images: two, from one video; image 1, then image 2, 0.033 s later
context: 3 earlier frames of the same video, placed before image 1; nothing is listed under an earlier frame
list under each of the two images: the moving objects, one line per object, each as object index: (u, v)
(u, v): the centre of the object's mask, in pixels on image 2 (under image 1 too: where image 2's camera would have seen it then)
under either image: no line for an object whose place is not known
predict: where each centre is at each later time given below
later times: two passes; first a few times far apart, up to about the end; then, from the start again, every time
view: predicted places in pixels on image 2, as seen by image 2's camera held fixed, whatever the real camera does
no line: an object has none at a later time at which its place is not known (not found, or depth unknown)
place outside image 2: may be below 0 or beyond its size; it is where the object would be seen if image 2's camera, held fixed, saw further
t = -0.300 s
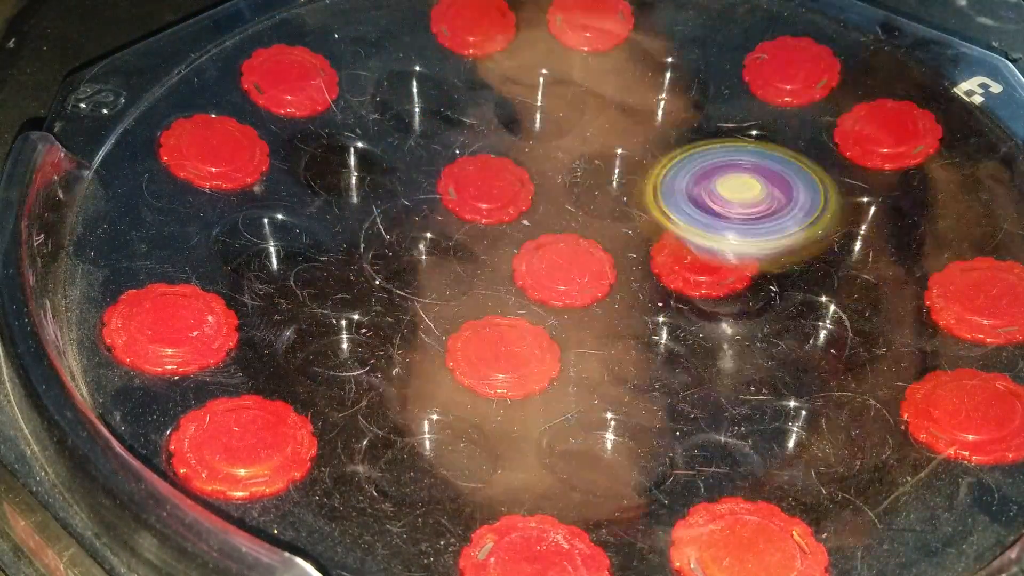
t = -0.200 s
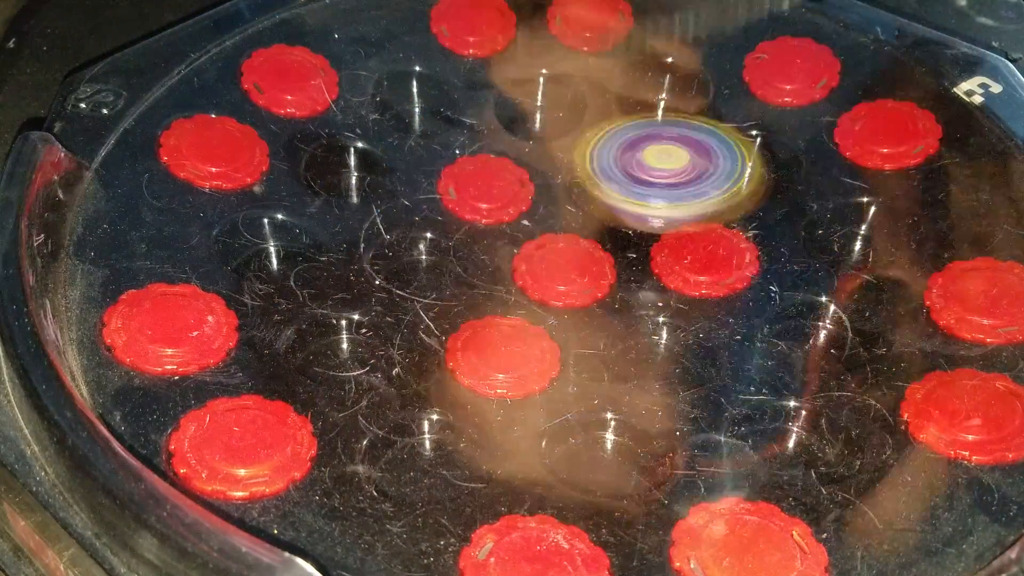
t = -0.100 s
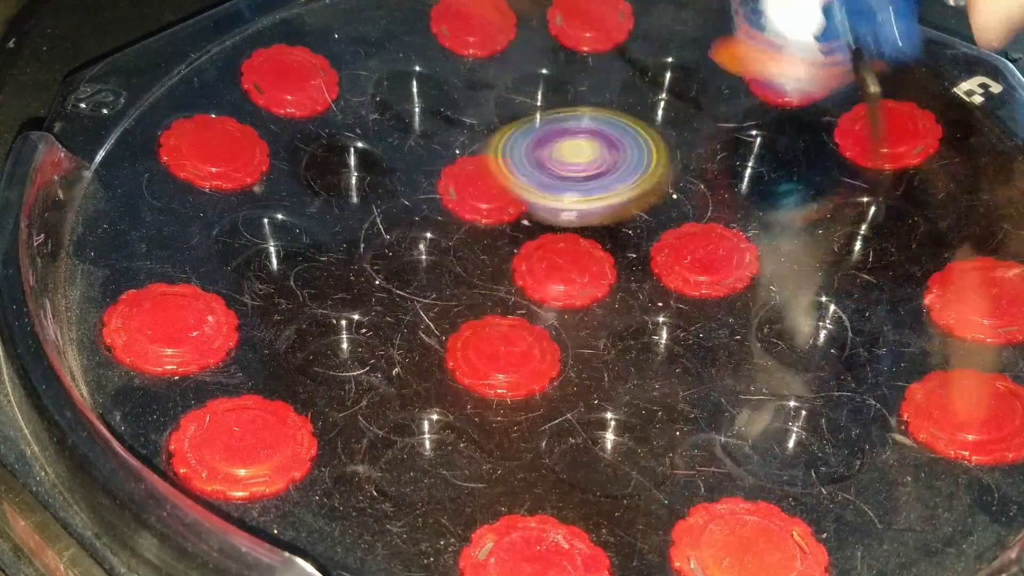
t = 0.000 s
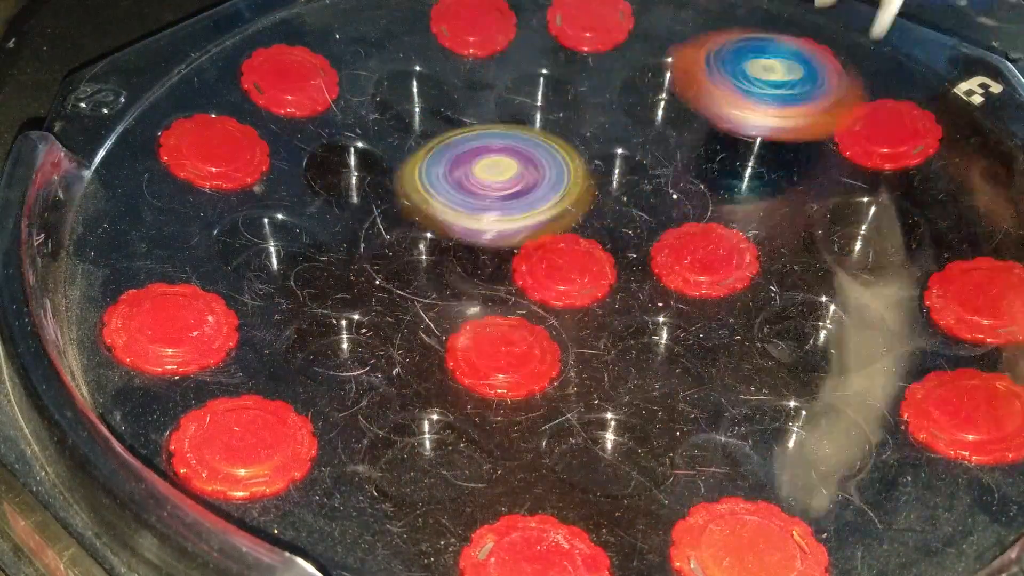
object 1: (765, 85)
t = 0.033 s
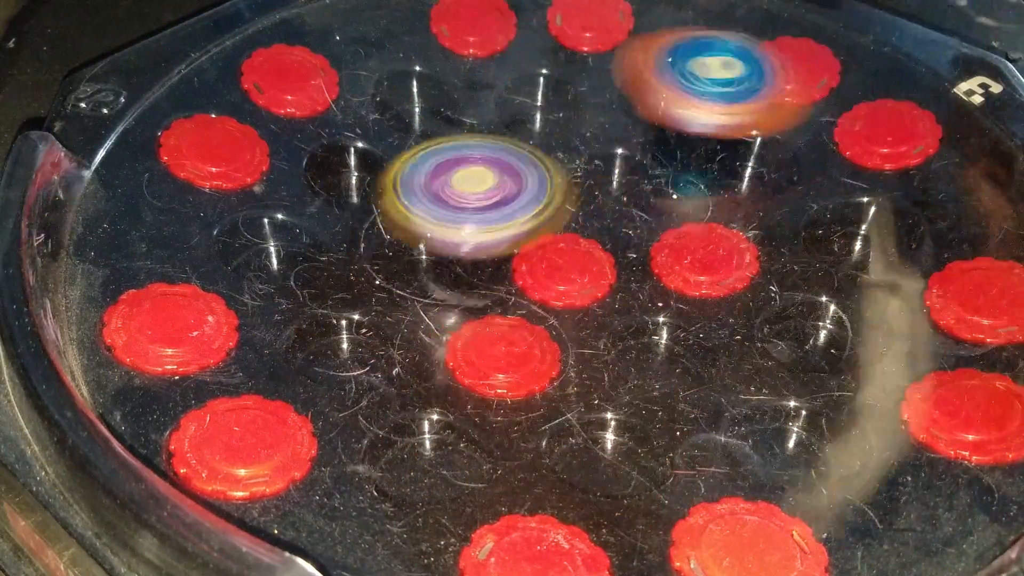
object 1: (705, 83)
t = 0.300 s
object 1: (233, 92)
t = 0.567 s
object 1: (494, 347)
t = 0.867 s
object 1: (579, 128)
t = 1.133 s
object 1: (155, 56)
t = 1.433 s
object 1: (447, 227)
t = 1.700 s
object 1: (695, 112)
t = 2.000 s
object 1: (600, 34)
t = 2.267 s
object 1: (548, 257)
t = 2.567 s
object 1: (914, 357)
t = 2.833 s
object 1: (780, 227)
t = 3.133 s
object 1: (391, 234)
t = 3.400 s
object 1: (228, 373)
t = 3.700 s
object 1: (593, 266)
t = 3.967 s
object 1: (581, 94)
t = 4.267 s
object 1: (429, 38)
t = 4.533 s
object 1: (430, 203)
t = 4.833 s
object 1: (751, 279)
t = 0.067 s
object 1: (658, 84)
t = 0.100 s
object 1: (598, 77)
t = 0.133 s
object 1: (541, 72)
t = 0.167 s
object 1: (478, 65)
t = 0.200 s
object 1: (414, 66)
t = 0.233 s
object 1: (355, 66)
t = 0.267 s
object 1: (288, 76)
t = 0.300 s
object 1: (233, 92)
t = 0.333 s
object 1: (181, 121)
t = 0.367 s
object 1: (181, 153)
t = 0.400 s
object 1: (234, 208)
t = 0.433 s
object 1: (297, 261)
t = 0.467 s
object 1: (359, 306)
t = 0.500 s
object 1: (447, 342)
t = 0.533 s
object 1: (483, 349)
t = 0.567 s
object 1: (494, 347)
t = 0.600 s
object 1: (514, 341)
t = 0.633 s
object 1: (547, 330)
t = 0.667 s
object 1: (583, 315)
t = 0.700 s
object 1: (621, 294)
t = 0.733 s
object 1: (656, 265)
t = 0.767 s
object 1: (681, 233)
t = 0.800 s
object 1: (689, 198)
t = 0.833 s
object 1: (671, 164)
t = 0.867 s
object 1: (579, 128)
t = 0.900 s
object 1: (496, 88)
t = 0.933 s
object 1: (433, 59)
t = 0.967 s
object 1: (373, 40)
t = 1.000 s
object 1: (324, 29)
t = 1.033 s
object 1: (260, 25)
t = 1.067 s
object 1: (218, 25)
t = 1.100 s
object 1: (182, 37)
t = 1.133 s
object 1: (155, 56)
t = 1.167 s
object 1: (135, 82)
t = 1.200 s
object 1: (133, 97)
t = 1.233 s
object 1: (161, 117)
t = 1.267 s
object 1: (198, 149)
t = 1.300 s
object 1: (242, 170)
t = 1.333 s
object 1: (289, 189)
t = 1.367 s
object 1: (344, 209)
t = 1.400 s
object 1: (398, 224)
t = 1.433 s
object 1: (447, 227)
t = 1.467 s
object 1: (505, 224)
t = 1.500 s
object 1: (556, 221)
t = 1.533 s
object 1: (601, 204)
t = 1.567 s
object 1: (629, 187)
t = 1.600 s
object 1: (656, 172)
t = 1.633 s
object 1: (681, 153)
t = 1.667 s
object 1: (691, 133)
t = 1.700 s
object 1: (695, 112)
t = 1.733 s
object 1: (692, 89)
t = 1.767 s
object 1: (687, 68)
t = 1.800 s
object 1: (681, 52)
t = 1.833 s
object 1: (681, 41)
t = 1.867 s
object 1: (677, 32)
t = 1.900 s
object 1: (679, 25)
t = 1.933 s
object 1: (665, 17)
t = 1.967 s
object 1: (627, 26)
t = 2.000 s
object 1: (600, 34)
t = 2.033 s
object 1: (578, 47)
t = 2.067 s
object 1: (560, 66)
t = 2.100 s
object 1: (543, 98)
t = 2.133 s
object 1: (530, 129)
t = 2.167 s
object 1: (525, 166)
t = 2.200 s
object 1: (530, 203)
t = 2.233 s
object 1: (539, 234)
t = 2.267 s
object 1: (548, 257)
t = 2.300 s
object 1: (582, 295)
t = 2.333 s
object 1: (627, 318)
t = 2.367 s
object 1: (665, 336)
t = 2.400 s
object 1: (711, 352)
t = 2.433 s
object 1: (753, 360)
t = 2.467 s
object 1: (799, 362)
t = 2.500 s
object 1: (839, 365)
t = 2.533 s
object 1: (883, 361)
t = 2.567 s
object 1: (914, 357)
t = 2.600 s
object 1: (936, 341)
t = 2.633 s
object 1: (953, 329)
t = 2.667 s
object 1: (947, 309)
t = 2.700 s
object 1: (935, 291)
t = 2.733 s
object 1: (910, 272)
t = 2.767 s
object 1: (869, 254)
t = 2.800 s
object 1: (828, 242)
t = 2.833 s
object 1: (780, 227)
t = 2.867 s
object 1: (727, 218)
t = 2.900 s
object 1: (675, 211)
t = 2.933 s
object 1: (632, 206)
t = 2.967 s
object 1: (565, 202)
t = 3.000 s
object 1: (535, 206)
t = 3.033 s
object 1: (495, 209)
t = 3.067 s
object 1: (460, 214)
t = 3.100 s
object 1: (430, 218)
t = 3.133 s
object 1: (391, 234)
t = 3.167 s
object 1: (360, 244)
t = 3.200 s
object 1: (331, 256)
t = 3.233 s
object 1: (307, 270)
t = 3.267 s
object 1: (281, 287)
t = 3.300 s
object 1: (262, 308)
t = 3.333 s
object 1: (239, 329)
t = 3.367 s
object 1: (227, 351)
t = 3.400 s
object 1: (228, 373)
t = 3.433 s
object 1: (289, 384)
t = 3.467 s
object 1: (335, 384)
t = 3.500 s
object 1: (375, 378)
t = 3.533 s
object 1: (432, 366)
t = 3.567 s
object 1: (476, 353)
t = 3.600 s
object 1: (516, 337)
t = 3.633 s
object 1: (555, 311)
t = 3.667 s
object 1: (576, 289)
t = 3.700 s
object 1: (593, 266)
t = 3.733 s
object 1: (607, 233)
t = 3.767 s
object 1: (614, 212)
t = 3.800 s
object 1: (615, 189)
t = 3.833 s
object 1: (608, 168)
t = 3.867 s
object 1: (605, 150)
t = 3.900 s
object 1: (599, 130)
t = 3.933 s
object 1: (586, 111)
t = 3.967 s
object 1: (581, 94)
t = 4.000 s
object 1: (571, 78)
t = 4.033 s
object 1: (558, 65)
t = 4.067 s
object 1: (540, 55)
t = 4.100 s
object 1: (519, 48)
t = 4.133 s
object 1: (497, 44)
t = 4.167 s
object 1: (481, 42)
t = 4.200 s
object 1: (465, 39)
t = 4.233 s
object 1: (451, 38)
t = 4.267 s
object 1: (429, 38)
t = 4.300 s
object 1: (406, 41)
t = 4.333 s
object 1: (392, 49)
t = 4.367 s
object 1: (381, 63)
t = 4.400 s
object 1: (376, 84)
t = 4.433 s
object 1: (378, 113)
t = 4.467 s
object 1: (394, 145)
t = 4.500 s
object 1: (409, 174)
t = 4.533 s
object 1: (430, 203)
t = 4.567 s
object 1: (459, 228)
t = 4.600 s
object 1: (492, 243)
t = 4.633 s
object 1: (527, 253)
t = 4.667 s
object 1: (560, 263)
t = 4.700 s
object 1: (605, 285)
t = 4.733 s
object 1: (645, 293)
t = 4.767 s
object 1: (684, 291)
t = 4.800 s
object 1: (721, 288)
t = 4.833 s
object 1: (751, 279)
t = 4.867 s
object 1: (785, 272)
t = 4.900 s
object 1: (818, 261)
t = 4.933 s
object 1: (839, 247)
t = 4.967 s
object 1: (852, 230)
